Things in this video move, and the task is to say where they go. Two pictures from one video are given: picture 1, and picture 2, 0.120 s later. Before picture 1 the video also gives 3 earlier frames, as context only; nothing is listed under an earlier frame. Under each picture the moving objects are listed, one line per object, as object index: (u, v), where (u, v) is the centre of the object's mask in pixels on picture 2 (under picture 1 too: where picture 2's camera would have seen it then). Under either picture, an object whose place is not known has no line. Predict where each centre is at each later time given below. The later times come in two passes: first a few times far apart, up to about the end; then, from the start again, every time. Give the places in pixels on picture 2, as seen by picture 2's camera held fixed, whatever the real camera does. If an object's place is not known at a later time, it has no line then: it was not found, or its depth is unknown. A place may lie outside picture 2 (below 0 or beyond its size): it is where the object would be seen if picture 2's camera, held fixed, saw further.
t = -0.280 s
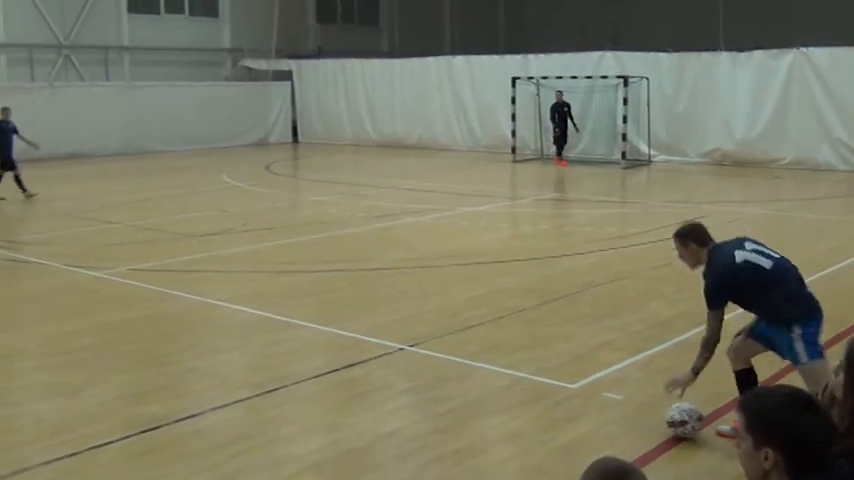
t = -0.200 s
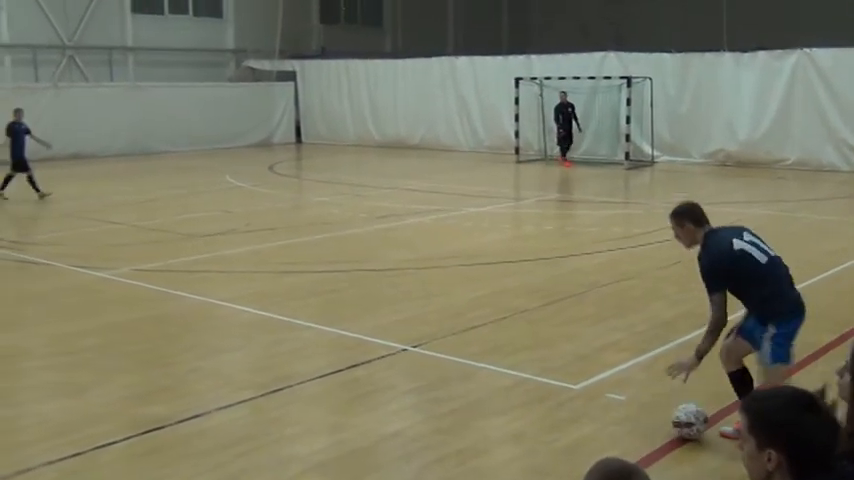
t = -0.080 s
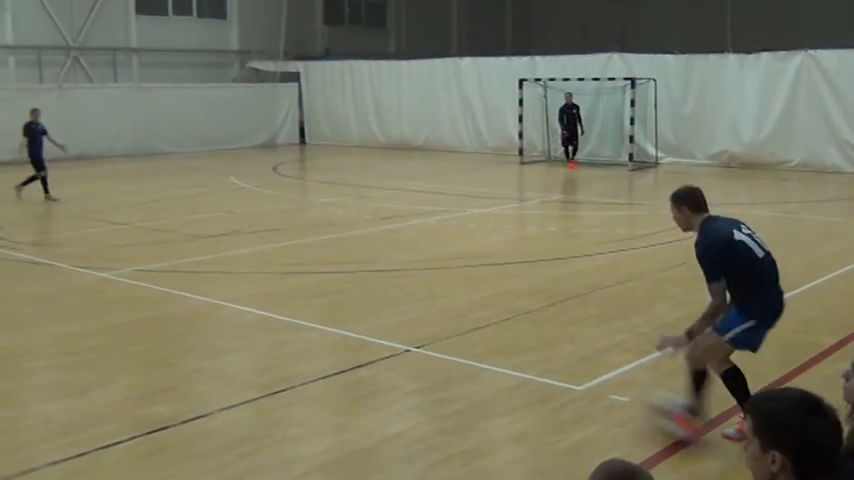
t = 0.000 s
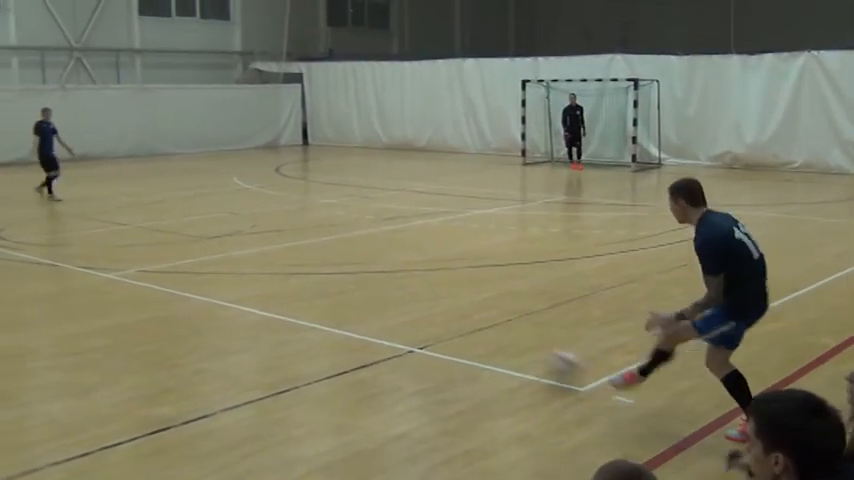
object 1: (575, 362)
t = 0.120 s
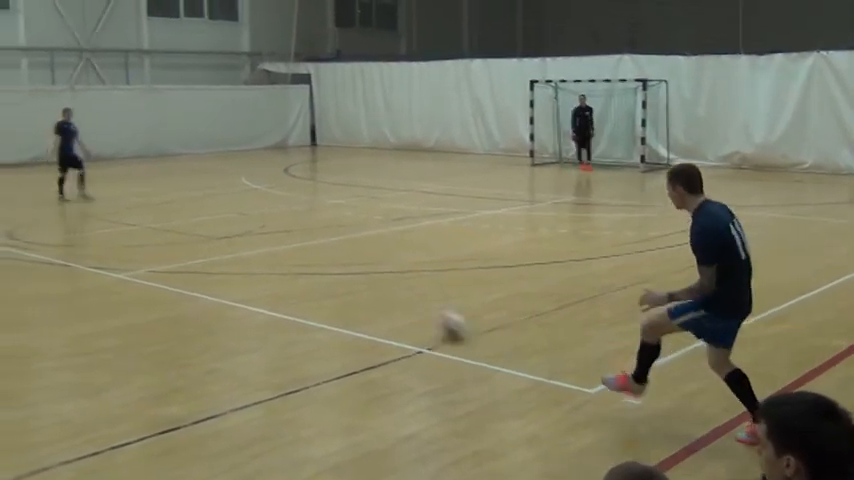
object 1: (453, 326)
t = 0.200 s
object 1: (398, 305)
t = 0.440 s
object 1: (289, 261)
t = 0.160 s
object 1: (424, 315)
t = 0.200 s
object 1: (398, 305)
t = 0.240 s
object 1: (376, 295)
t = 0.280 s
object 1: (353, 288)
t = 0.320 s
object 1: (336, 278)
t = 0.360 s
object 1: (318, 272)
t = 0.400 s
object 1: (302, 266)
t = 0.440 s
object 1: (289, 261)
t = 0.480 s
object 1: (279, 255)
